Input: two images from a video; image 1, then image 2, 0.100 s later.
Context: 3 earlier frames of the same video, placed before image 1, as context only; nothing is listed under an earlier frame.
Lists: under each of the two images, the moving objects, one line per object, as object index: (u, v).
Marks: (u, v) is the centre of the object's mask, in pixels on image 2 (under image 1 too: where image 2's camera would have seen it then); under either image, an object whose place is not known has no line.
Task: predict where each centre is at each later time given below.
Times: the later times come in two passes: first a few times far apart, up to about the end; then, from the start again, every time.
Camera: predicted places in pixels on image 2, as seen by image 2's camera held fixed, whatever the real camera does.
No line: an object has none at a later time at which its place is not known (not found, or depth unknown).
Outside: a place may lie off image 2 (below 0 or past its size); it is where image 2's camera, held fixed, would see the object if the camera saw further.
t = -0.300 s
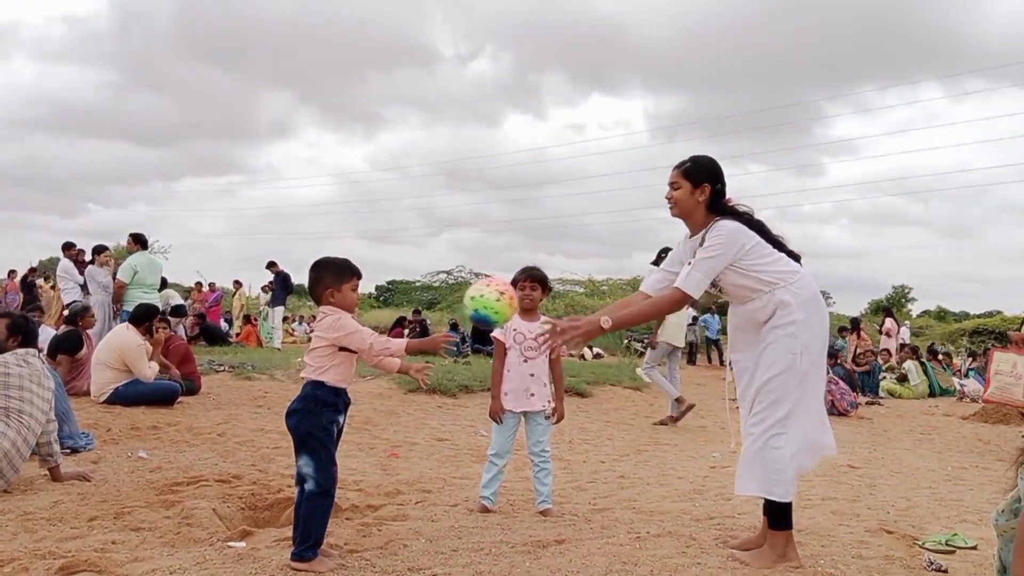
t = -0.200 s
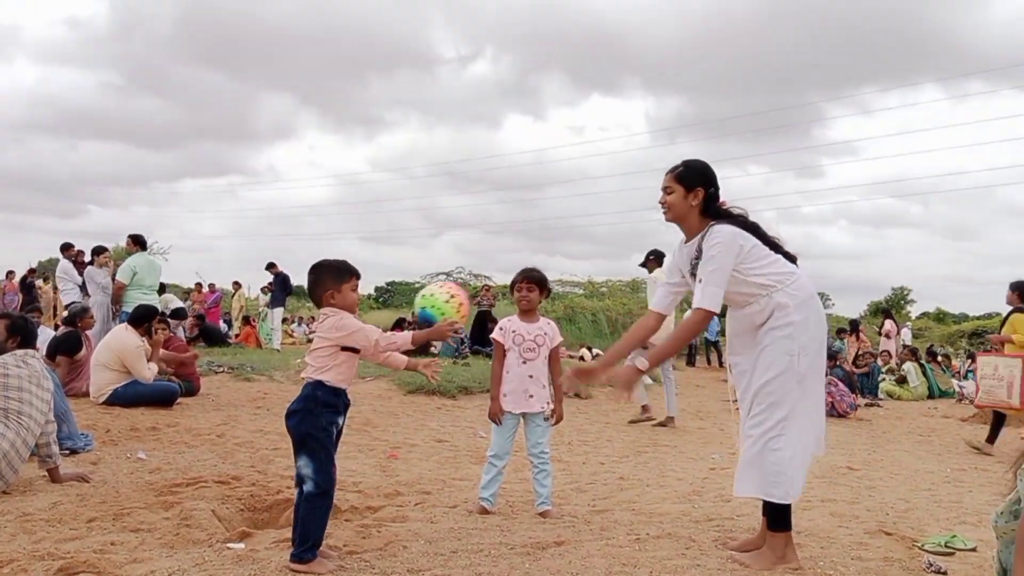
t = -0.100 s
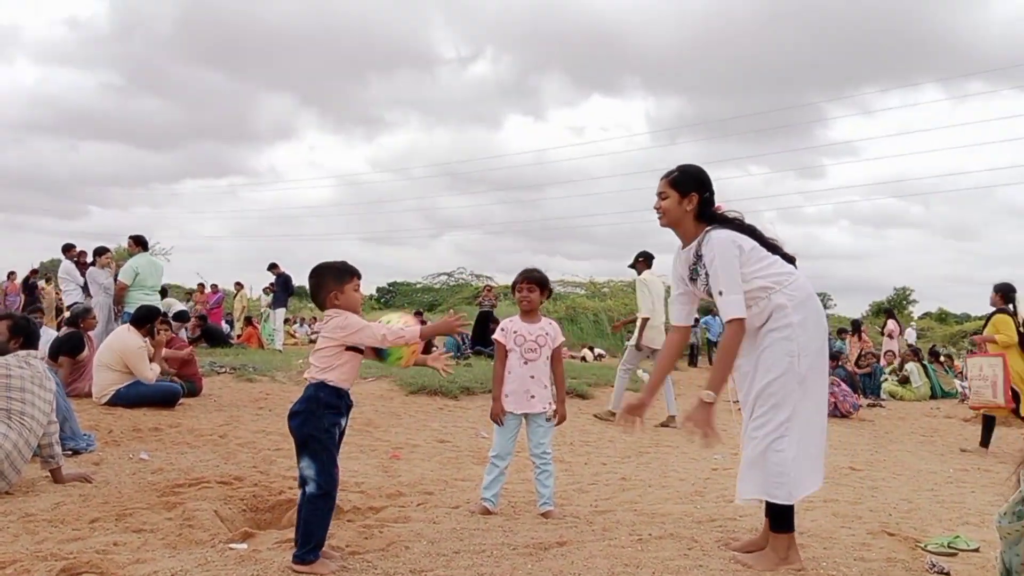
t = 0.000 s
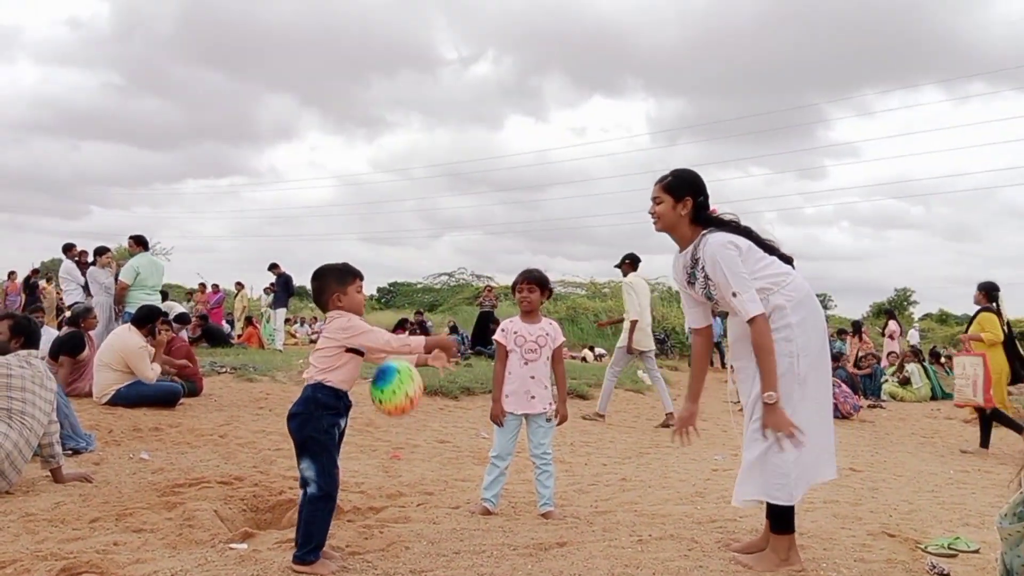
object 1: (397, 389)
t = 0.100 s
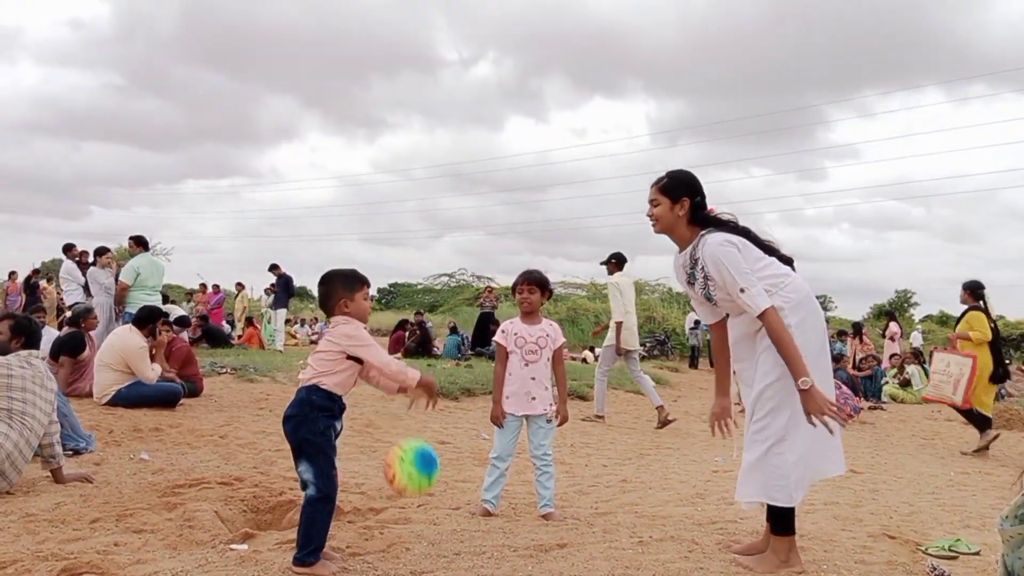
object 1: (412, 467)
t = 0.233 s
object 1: (440, 497)
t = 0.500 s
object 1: (514, 412)
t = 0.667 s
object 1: (558, 465)
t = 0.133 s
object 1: (417, 500)
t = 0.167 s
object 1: (420, 537)
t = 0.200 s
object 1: (430, 522)
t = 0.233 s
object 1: (440, 497)
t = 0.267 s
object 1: (449, 475)
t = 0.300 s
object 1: (459, 456)
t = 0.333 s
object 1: (467, 440)
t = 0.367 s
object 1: (477, 428)
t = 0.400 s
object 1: (486, 419)
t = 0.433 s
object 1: (496, 413)
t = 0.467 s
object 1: (505, 411)
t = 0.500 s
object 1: (514, 412)
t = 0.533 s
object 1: (524, 416)
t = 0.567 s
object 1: (533, 423)
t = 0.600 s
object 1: (542, 435)
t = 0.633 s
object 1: (550, 448)
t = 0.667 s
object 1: (558, 465)
